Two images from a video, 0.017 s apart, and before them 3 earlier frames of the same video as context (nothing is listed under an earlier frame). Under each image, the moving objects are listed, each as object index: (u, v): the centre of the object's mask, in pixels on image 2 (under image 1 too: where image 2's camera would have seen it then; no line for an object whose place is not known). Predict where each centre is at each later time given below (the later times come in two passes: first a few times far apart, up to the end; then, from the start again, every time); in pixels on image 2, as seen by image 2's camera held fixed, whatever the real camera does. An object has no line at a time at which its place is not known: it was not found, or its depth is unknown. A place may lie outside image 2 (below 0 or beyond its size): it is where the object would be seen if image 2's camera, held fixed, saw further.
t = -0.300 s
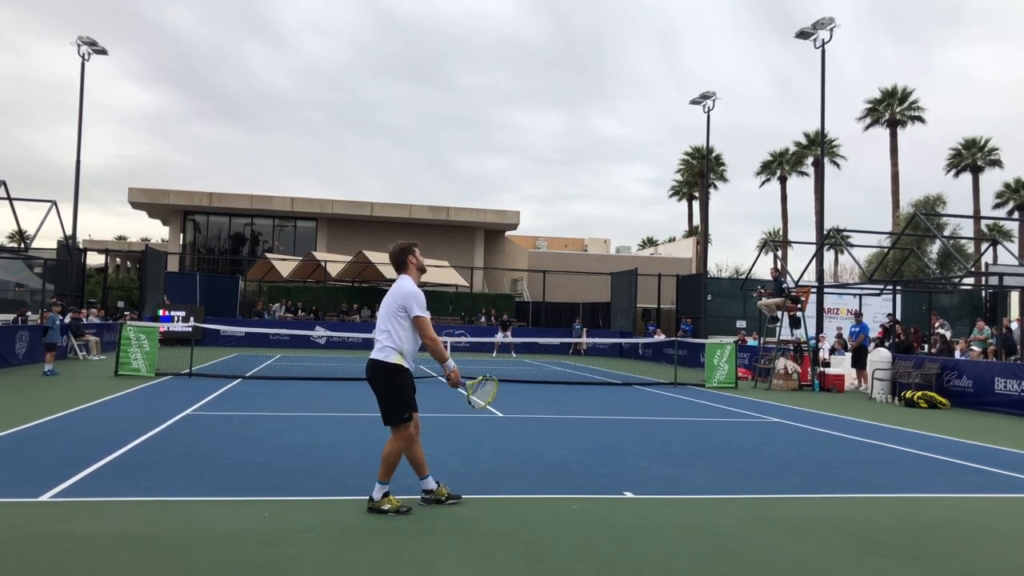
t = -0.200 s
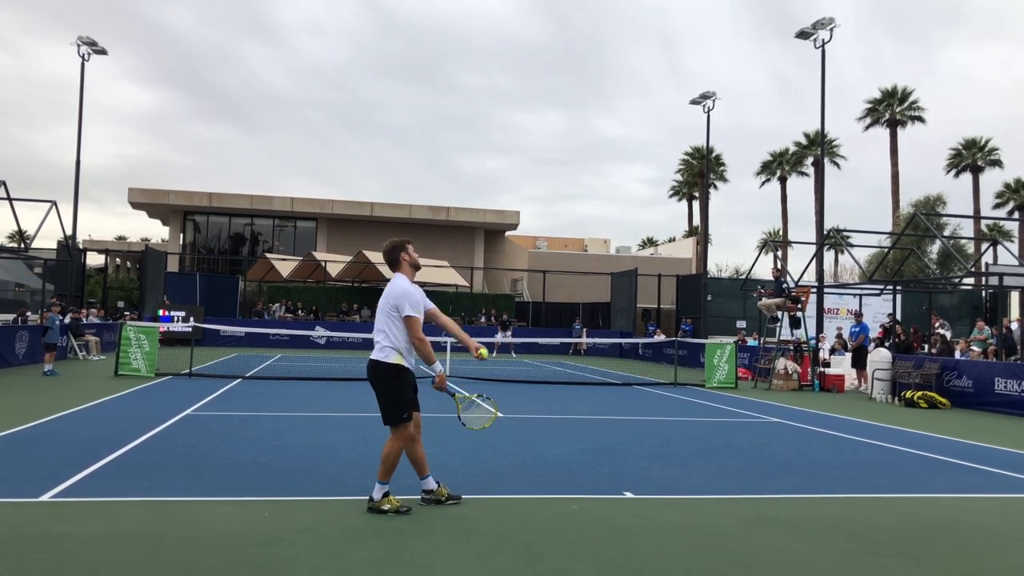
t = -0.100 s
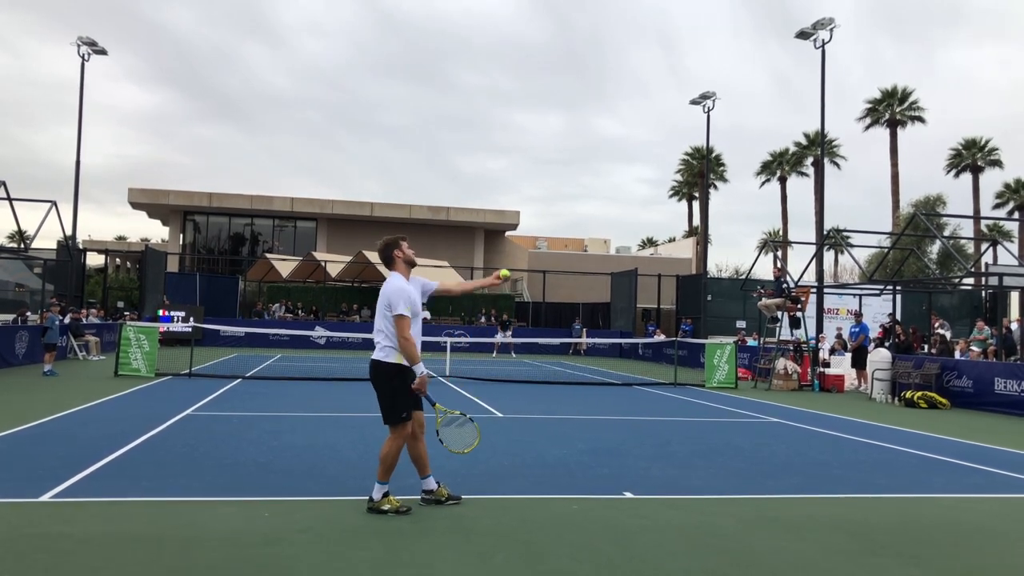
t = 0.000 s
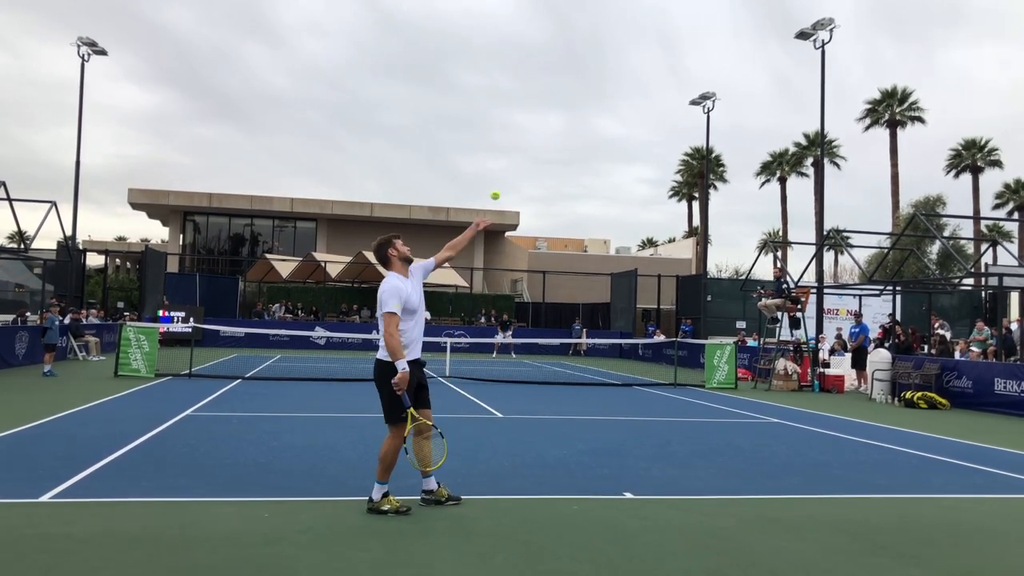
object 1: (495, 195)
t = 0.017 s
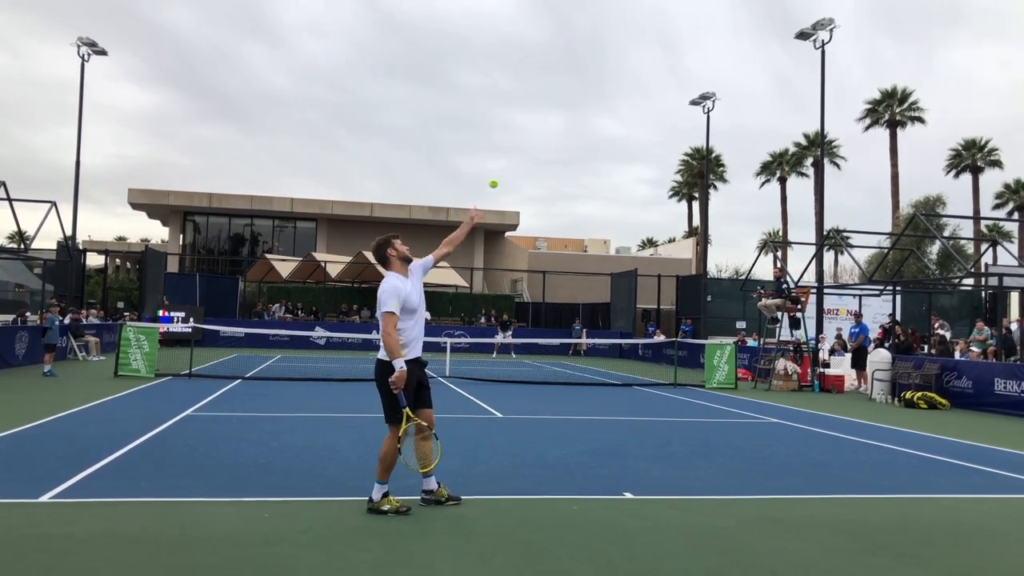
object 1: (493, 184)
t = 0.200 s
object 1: (475, 81)
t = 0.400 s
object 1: (453, 25)
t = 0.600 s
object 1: (431, 22)
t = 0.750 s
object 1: (413, 53)
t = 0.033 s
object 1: (491, 172)
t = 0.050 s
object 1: (490, 162)
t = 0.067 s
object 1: (488, 151)
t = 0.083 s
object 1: (487, 141)
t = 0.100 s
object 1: (485, 132)
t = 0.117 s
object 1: (483, 122)
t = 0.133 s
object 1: (482, 113)
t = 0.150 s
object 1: (480, 105)
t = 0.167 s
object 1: (478, 97)
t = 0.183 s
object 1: (476, 89)
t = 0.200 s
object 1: (475, 81)
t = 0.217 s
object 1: (473, 75)
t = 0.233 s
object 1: (471, 68)
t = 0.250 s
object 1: (470, 62)
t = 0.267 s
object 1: (468, 57)
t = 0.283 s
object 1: (466, 51)
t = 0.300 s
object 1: (464, 46)
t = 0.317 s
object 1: (462, 42)
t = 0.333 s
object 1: (461, 38)
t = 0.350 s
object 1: (459, 34)
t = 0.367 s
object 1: (457, 31)
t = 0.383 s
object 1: (455, 28)
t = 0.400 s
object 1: (453, 25)
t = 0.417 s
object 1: (451, 23)
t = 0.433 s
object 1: (450, 21)
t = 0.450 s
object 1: (448, 20)
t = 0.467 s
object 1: (446, 18)
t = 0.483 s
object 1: (444, 18)
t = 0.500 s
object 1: (442, 17)
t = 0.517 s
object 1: (440, 17)
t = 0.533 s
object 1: (439, 17)
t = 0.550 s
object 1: (436, 18)
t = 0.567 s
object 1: (434, 19)
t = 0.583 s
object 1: (433, 20)
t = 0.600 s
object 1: (431, 22)
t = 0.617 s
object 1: (429, 24)
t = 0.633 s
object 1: (427, 27)
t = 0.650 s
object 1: (425, 29)
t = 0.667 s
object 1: (423, 32)
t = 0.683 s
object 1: (421, 36)
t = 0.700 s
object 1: (419, 40)
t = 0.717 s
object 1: (417, 43)
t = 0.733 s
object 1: (415, 48)
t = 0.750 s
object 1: (413, 53)
